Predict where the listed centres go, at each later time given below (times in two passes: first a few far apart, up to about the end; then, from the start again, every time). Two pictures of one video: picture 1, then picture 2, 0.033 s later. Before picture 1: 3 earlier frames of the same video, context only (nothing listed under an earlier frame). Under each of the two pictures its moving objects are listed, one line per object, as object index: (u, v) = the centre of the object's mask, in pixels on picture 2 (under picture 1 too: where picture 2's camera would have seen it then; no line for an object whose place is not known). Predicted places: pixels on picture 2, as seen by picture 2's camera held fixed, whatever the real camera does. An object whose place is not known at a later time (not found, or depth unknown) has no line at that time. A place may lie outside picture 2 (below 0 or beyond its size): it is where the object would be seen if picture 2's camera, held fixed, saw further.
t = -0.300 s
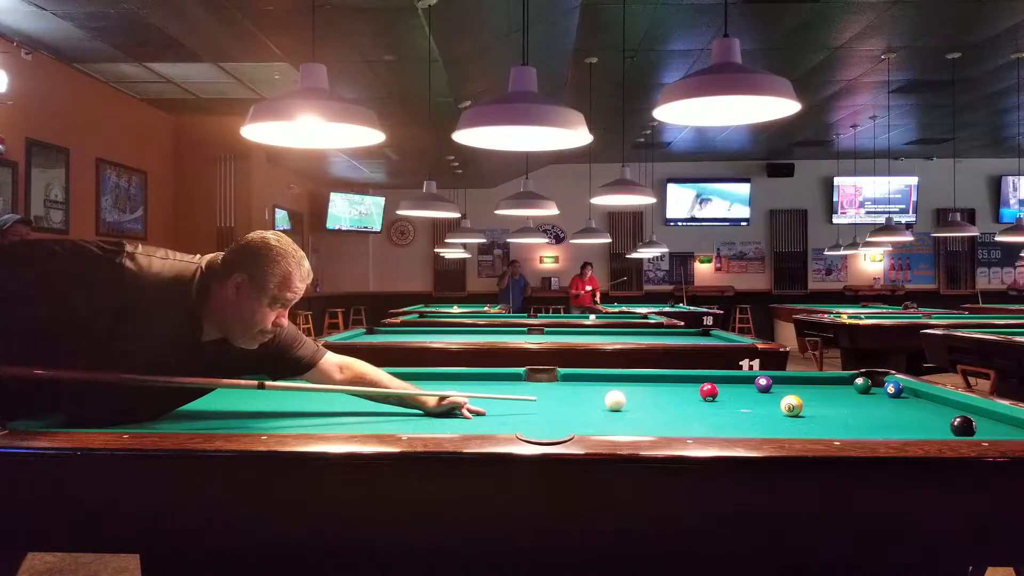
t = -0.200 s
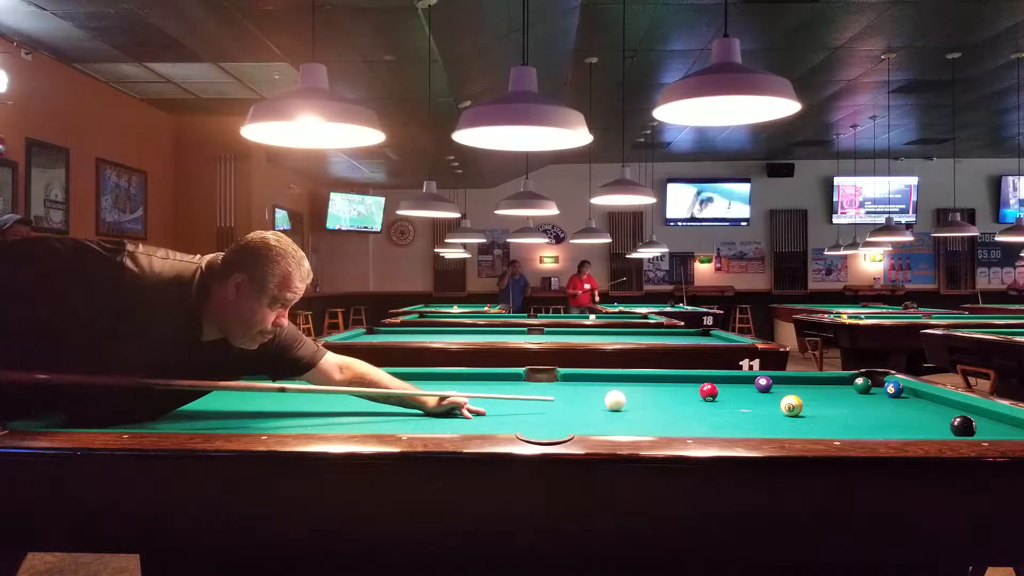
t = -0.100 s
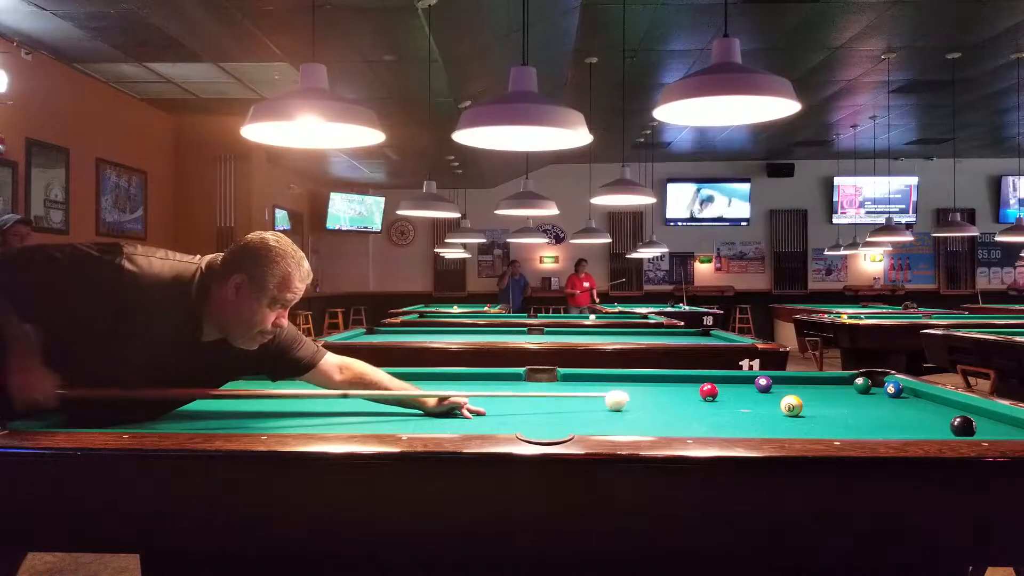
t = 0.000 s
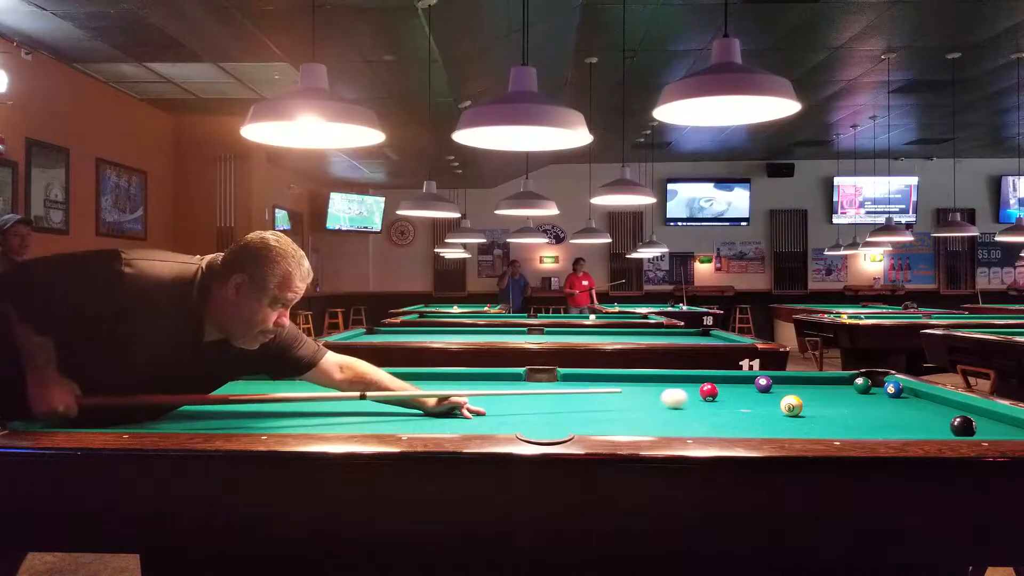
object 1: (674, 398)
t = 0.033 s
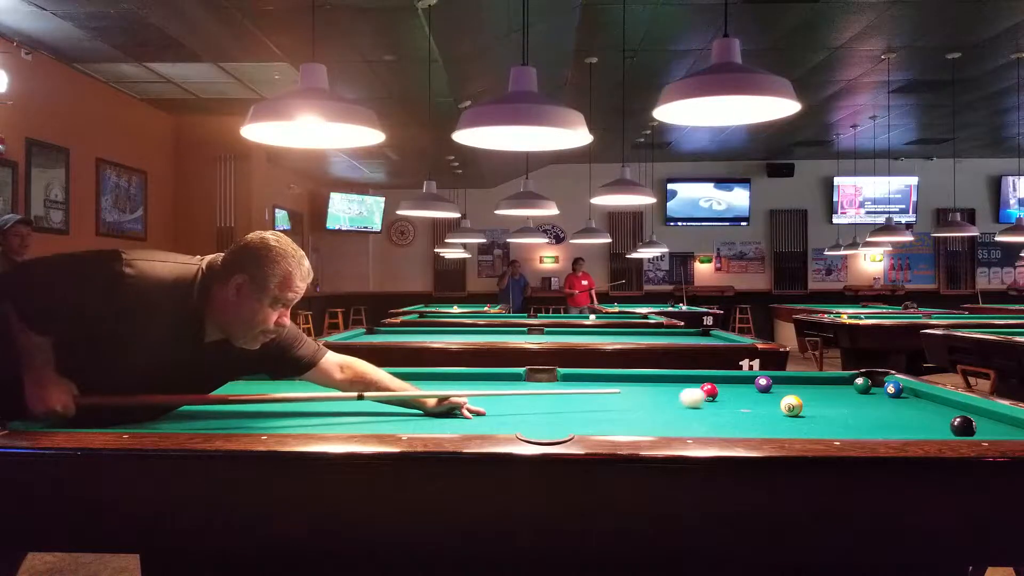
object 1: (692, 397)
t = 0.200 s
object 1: (780, 392)
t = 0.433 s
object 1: (896, 390)
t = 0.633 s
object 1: (858, 390)
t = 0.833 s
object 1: (803, 388)
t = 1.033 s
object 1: (750, 387)
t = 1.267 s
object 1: (690, 385)
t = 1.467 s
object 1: (643, 384)
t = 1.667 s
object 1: (597, 383)
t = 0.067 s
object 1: (712, 397)
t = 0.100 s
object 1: (729, 396)
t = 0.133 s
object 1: (747, 396)
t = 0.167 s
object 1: (764, 395)
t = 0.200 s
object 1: (780, 392)
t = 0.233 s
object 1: (800, 392)
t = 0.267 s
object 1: (816, 393)
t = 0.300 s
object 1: (832, 393)
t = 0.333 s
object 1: (849, 392)
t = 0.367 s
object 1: (865, 391)
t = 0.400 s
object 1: (880, 391)
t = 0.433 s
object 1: (896, 390)
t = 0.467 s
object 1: (911, 391)
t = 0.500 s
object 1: (900, 390)
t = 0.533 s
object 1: (889, 390)
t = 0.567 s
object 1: (878, 390)
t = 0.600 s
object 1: (868, 390)
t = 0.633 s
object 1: (858, 390)
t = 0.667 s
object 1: (849, 390)
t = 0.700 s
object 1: (840, 389)
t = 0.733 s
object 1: (831, 389)
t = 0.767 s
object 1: (821, 389)
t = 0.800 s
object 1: (812, 388)
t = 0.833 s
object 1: (803, 388)
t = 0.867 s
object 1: (794, 387)
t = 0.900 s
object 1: (785, 387)
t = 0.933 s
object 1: (776, 388)
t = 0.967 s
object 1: (768, 387)
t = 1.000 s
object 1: (758, 387)
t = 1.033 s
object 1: (750, 387)
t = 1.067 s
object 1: (741, 387)
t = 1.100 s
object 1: (732, 386)
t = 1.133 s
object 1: (725, 386)
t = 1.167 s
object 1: (718, 384)
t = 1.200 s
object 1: (706, 381)
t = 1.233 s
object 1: (696, 384)
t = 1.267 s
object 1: (690, 385)
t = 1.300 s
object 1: (682, 385)
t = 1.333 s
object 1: (674, 385)
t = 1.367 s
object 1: (667, 384)
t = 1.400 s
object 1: (659, 384)
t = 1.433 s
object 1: (651, 384)
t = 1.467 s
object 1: (643, 384)
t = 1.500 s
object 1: (635, 383)
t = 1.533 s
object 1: (627, 383)
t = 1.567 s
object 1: (620, 383)
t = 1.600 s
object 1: (612, 383)
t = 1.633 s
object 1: (605, 383)
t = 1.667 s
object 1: (597, 383)
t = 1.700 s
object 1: (589, 383)
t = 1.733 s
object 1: (582, 383)
